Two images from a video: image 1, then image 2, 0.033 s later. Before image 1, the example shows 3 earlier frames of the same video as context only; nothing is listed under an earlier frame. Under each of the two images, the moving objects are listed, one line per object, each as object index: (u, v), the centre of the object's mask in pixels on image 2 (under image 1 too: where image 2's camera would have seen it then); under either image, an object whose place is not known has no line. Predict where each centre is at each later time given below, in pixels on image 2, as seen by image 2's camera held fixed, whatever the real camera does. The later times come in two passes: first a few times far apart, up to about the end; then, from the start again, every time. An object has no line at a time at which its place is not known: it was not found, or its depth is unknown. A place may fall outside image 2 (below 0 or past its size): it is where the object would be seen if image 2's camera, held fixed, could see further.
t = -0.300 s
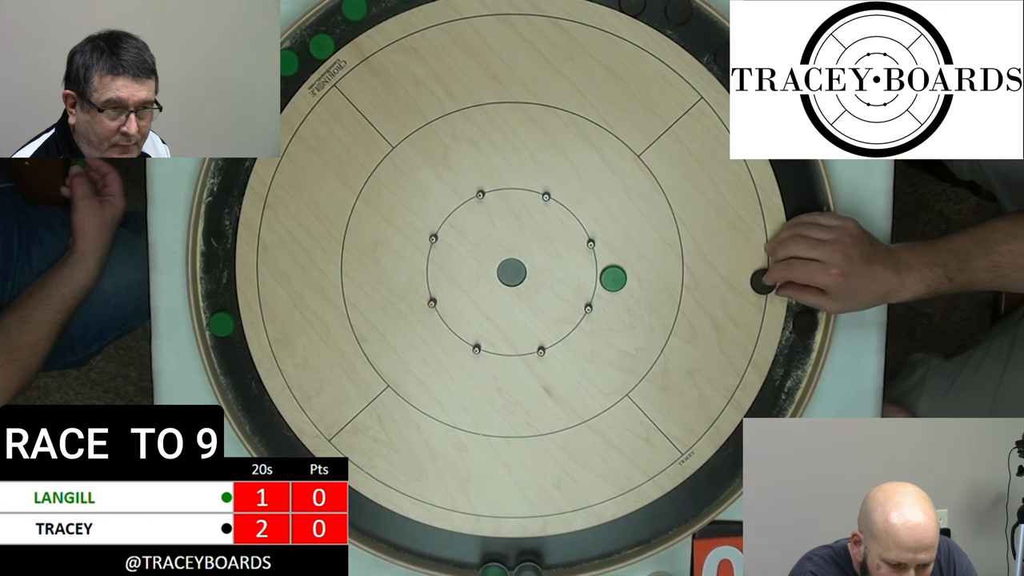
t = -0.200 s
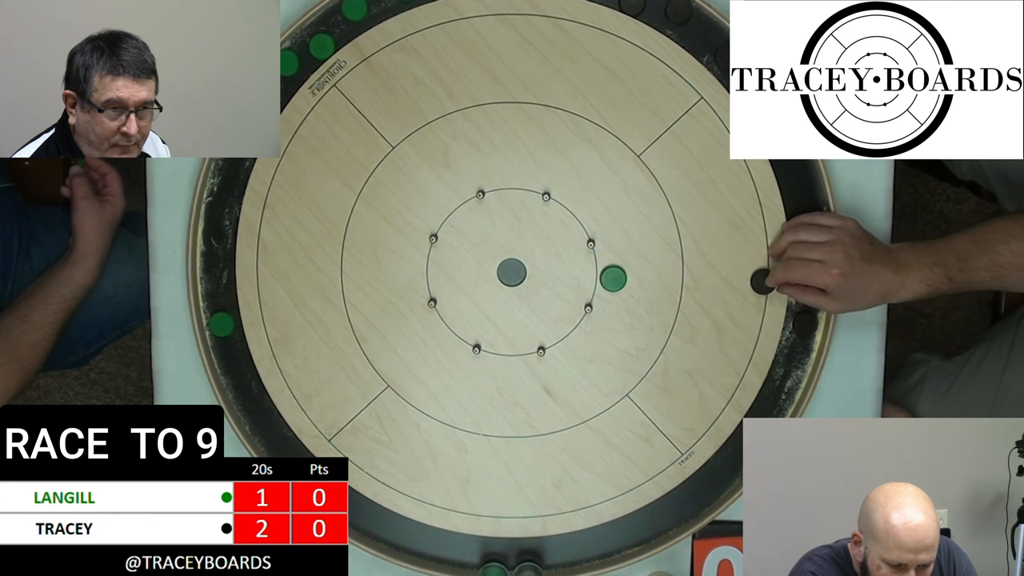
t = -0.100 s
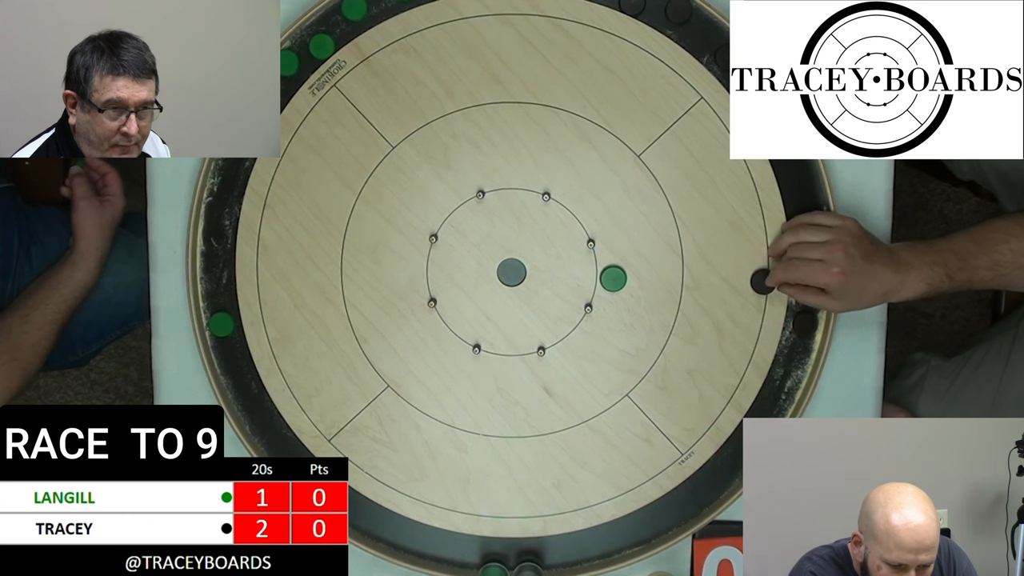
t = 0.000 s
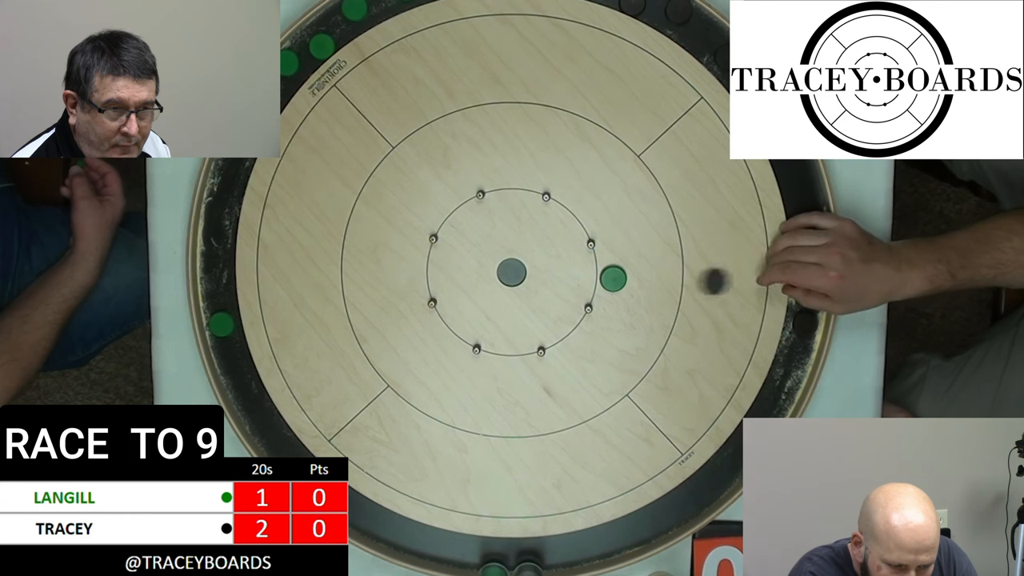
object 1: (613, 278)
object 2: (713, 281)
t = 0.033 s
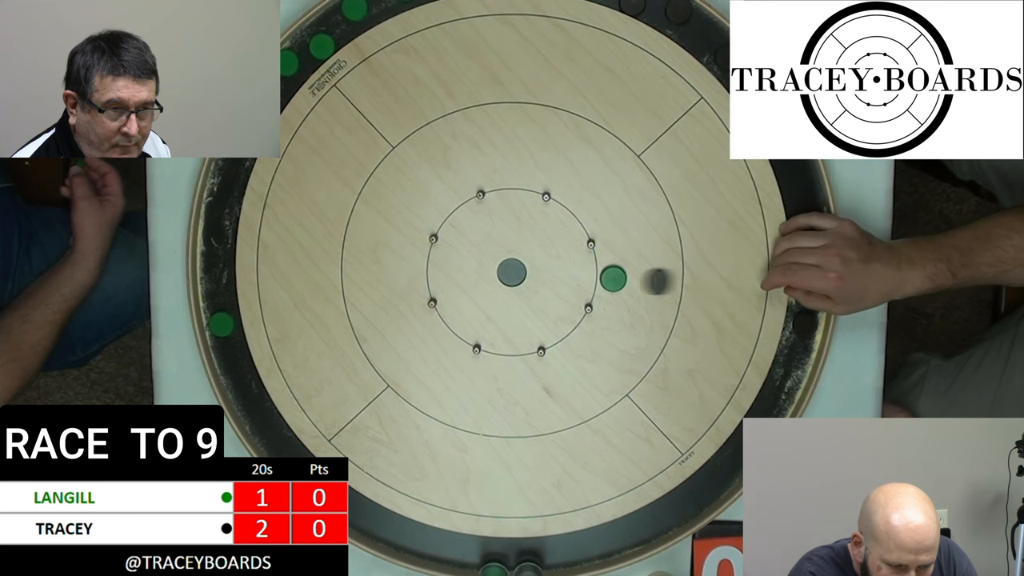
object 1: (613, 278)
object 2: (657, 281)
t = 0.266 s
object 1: (349, 263)
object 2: (611, 298)
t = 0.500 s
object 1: (140, 237)
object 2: (609, 298)
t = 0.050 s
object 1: (606, 277)
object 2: (638, 282)
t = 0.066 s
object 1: (579, 275)
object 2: (635, 284)
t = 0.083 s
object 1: (555, 273)
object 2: (632, 286)
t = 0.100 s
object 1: (531, 271)
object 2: (629, 288)
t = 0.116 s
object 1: (507, 270)
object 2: (627, 289)
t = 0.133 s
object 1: (487, 269)
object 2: (624, 291)
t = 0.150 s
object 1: (469, 269)
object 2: (622, 292)
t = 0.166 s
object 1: (452, 270)
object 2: (619, 293)
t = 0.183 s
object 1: (435, 269)
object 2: (618, 294)
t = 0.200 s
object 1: (417, 269)
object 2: (616, 295)
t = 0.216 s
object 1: (400, 268)
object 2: (614, 296)
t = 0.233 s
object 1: (382, 266)
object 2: (613, 297)
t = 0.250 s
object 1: (366, 265)
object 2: (612, 297)
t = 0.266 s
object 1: (349, 263)
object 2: (611, 298)
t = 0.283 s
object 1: (333, 262)
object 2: (610, 298)
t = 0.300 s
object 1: (318, 258)
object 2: (610, 298)
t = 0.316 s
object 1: (304, 256)
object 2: (610, 298)
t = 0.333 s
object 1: (287, 255)
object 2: (609, 298)
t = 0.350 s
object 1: (270, 253)
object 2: (609, 298)
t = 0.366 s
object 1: (254, 252)
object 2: (609, 298)
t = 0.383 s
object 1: (236, 251)
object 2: (609, 298)
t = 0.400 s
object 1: (222, 249)
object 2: (609, 298)
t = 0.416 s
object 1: (209, 248)
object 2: (609, 298)
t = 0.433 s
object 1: (192, 244)
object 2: (609, 298)
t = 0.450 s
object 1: (179, 243)
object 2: (609, 298)
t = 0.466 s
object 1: (164, 241)
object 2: (609, 298)
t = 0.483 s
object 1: (152, 239)
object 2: (609, 298)
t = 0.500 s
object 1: (140, 237)
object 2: (609, 298)
